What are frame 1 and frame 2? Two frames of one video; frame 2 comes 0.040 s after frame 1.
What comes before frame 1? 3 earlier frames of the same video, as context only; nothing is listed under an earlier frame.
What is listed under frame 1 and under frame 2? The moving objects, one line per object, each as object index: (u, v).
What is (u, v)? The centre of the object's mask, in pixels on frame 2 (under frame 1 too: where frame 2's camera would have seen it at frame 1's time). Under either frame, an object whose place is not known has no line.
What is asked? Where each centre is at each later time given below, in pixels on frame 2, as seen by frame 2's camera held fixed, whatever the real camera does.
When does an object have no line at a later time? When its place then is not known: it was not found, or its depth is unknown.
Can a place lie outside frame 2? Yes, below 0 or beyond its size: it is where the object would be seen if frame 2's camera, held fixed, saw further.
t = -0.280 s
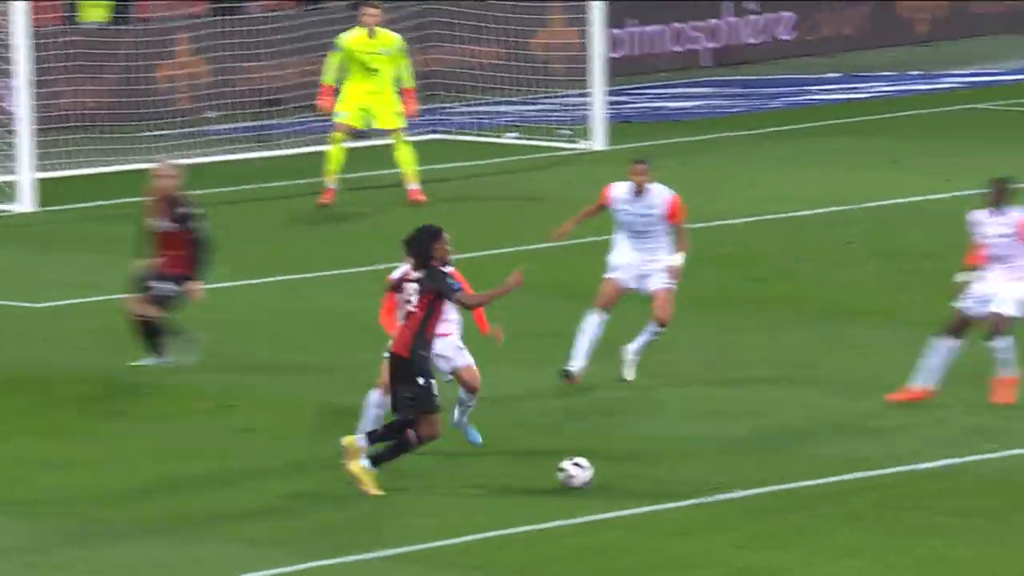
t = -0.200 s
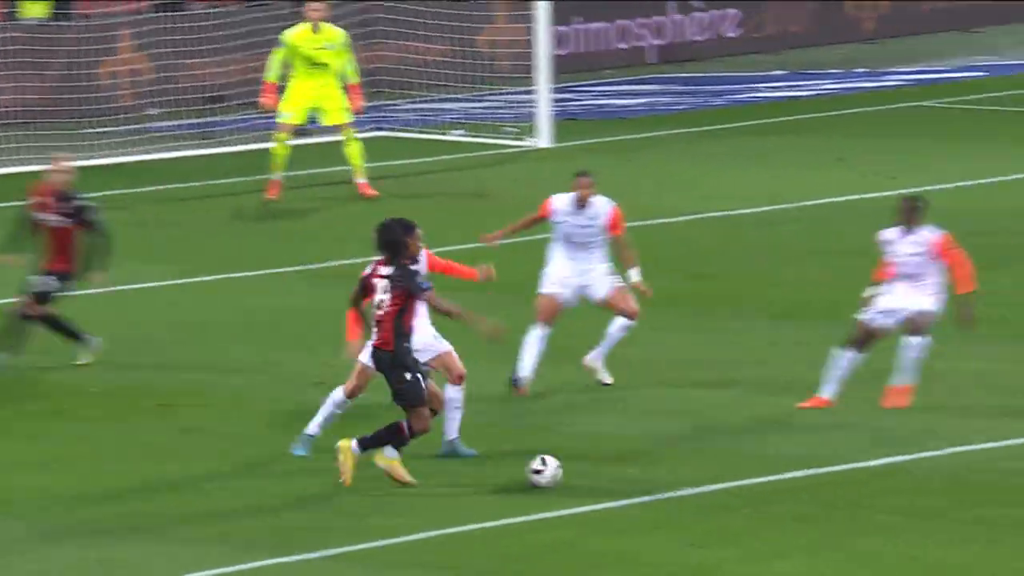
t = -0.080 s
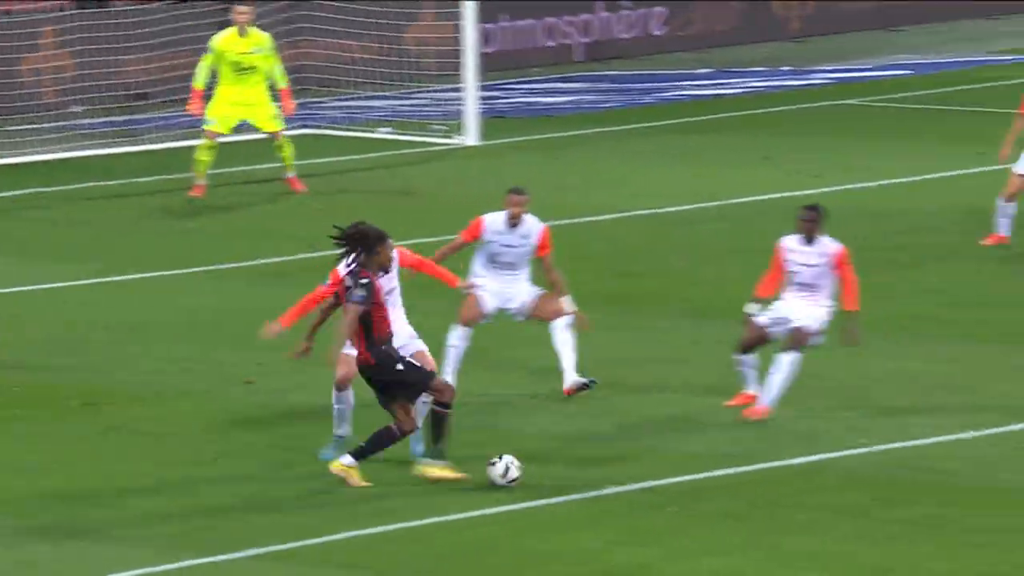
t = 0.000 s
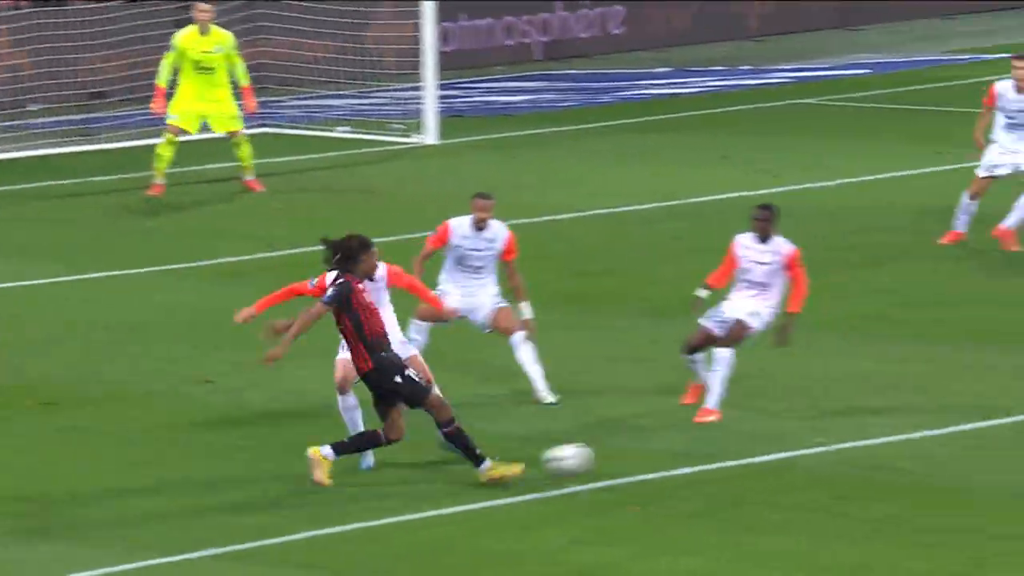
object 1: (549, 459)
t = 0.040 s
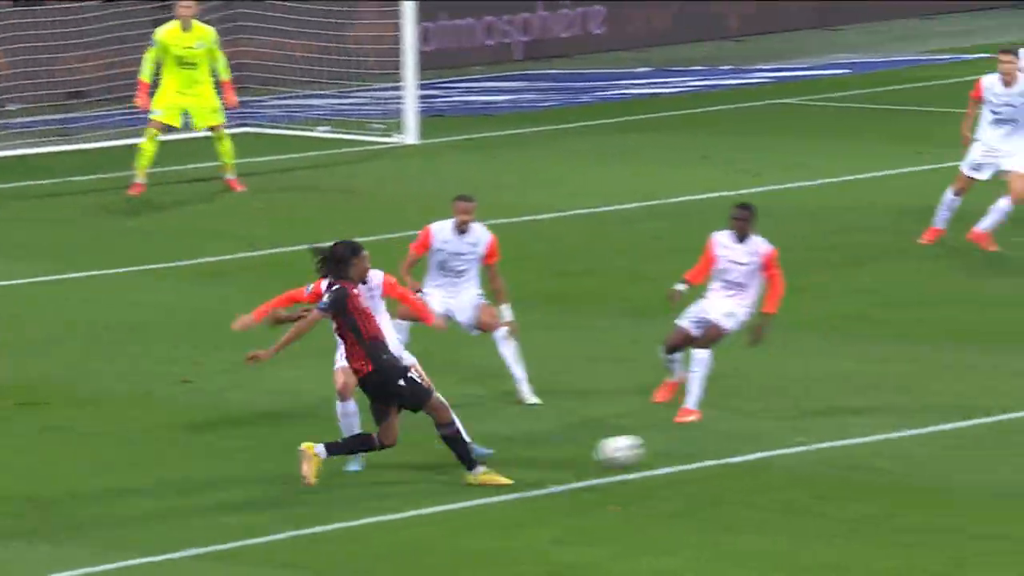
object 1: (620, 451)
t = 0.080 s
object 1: (687, 445)
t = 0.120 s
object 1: (755, 438)
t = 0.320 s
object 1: (1042, 409)
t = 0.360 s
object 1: (1090, 404)
